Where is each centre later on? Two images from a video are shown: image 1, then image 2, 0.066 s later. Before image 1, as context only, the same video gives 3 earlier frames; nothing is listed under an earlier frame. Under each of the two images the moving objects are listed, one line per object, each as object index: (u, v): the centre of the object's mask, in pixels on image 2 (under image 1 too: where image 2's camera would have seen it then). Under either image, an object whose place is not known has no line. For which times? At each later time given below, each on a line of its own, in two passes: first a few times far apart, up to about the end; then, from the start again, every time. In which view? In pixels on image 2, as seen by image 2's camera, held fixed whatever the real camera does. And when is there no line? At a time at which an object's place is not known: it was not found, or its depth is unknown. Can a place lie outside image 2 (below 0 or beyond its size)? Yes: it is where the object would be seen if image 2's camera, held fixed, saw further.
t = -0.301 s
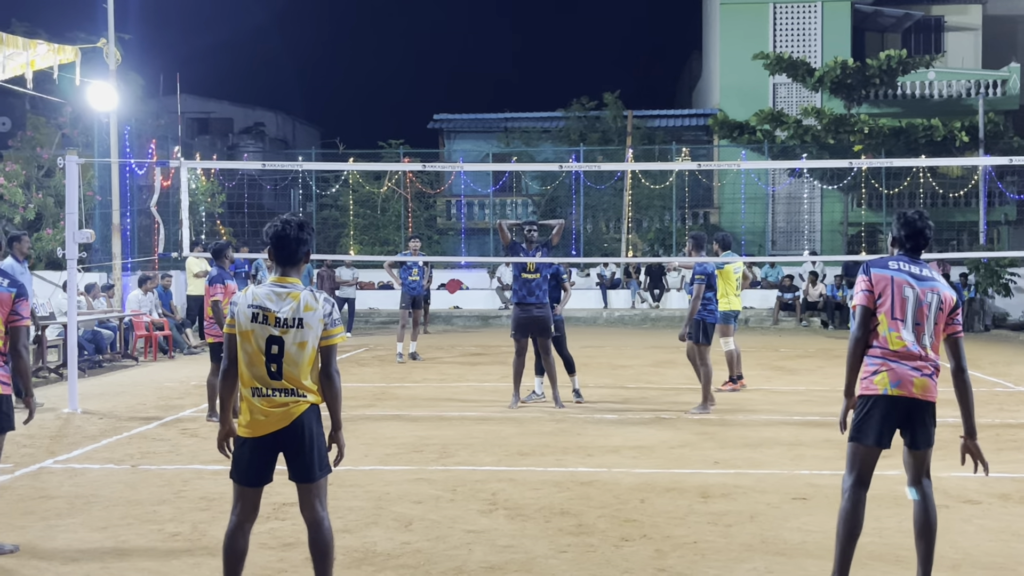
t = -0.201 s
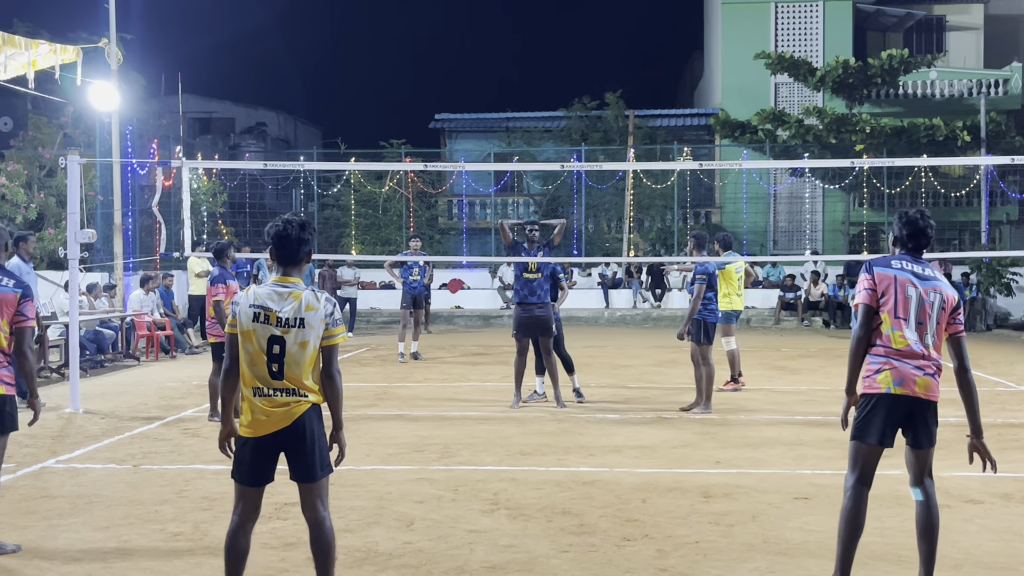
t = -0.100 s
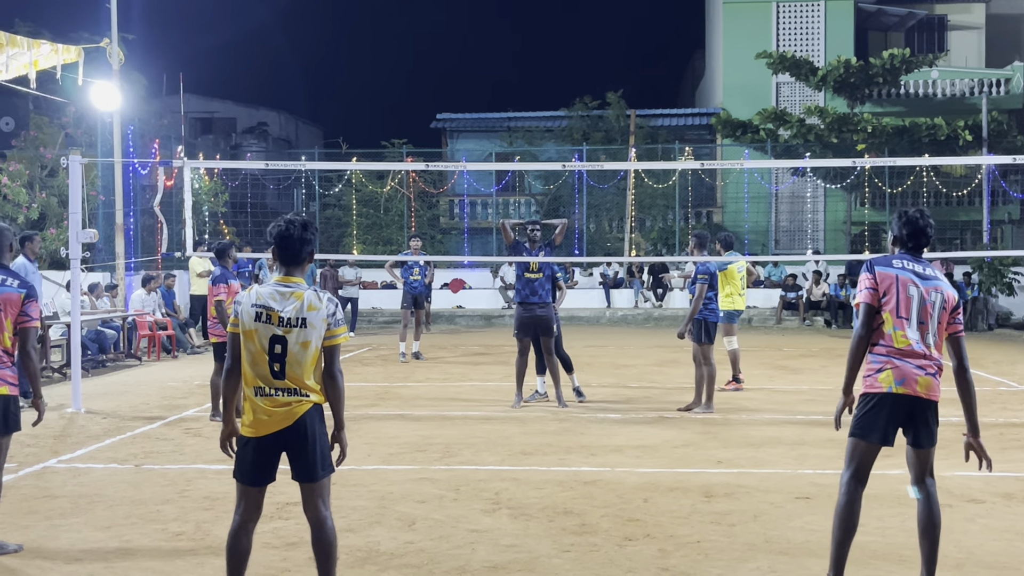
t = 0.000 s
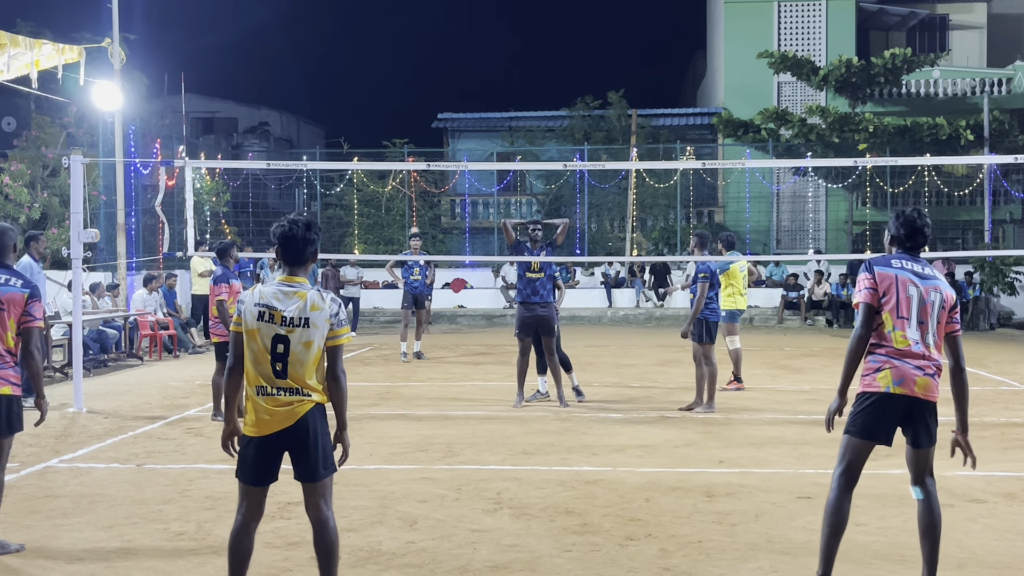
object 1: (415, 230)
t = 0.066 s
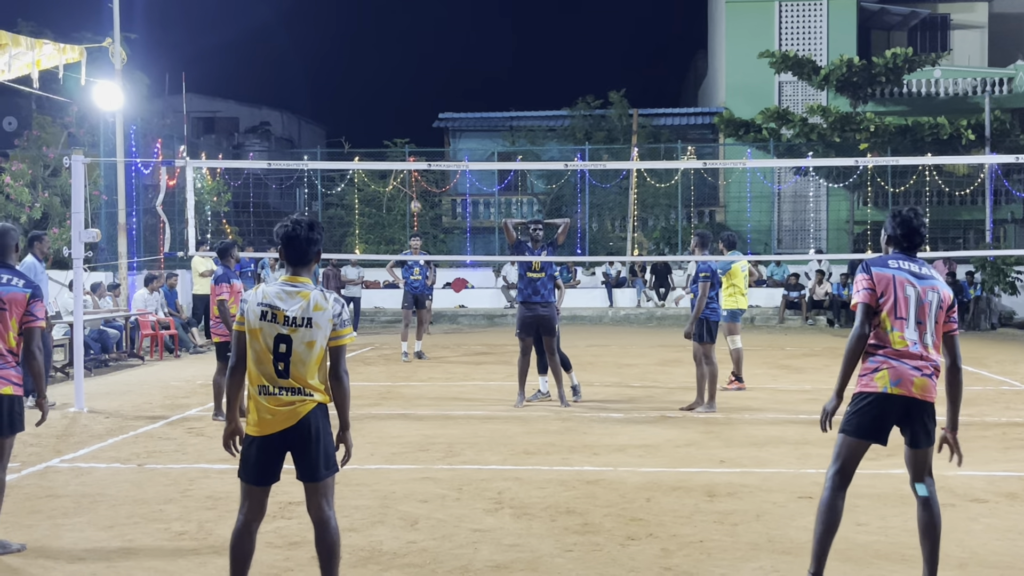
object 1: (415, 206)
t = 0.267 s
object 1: (416, 140)
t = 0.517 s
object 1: (417, 85)
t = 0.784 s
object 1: (418, 62)
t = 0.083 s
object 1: (415, 200)
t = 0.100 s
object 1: (415, 193)
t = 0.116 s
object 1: (415, 188)
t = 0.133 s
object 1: (415, 182)
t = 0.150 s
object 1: (415, 176)
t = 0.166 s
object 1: (415, 173)
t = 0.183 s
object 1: (415, 160)
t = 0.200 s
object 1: (415, 158)
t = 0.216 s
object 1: (416, 154)
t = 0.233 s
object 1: (416, 149)
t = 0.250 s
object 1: (416, 145)
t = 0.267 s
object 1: (416, 140)
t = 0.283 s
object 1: (416, 135)
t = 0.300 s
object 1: (416, 131)
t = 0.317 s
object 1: (416, 126)
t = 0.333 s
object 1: (416, 122)
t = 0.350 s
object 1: (416, 118)
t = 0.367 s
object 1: (416, 114)
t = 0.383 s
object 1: (416, 110)
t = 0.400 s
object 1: (416, 107)
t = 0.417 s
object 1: (416, 103)
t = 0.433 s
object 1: (416, 100)
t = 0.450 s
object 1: (416, 96)
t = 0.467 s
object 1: (416, 93)
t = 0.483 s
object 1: (416, 90)
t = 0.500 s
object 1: (417, 87)
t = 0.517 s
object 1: (417, 85)
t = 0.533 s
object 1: (417, 82)
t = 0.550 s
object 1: (417, 80)
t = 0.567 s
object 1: (417, 78)
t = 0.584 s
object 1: (417, 76)
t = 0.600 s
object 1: (417, 74)
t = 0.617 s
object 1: (417, 72)
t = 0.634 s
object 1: (417, 70)
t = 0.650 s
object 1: (417, 69)
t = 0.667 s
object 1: (417, 67)
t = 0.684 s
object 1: (417, 66)
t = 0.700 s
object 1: (417, 65)
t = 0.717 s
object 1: (417, 64)
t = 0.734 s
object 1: (418, 63)
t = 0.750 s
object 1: (418, 63)
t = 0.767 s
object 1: (418, 62)
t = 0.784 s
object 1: (418, 62)
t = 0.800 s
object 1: (418, 62)
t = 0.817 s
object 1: (418, 62)
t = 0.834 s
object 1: (418, 62)
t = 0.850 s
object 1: (418, 62)
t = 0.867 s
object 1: (418, 62)
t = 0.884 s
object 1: (418, 63)
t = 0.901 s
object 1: (418, 64)
